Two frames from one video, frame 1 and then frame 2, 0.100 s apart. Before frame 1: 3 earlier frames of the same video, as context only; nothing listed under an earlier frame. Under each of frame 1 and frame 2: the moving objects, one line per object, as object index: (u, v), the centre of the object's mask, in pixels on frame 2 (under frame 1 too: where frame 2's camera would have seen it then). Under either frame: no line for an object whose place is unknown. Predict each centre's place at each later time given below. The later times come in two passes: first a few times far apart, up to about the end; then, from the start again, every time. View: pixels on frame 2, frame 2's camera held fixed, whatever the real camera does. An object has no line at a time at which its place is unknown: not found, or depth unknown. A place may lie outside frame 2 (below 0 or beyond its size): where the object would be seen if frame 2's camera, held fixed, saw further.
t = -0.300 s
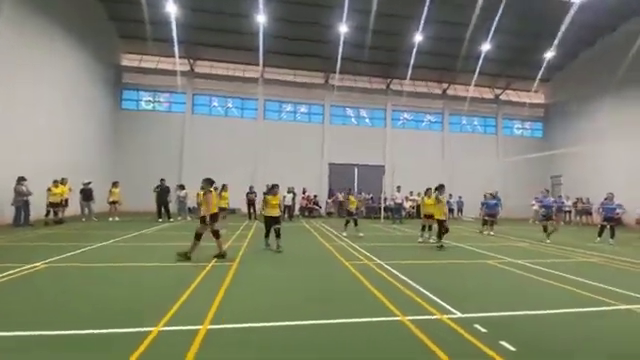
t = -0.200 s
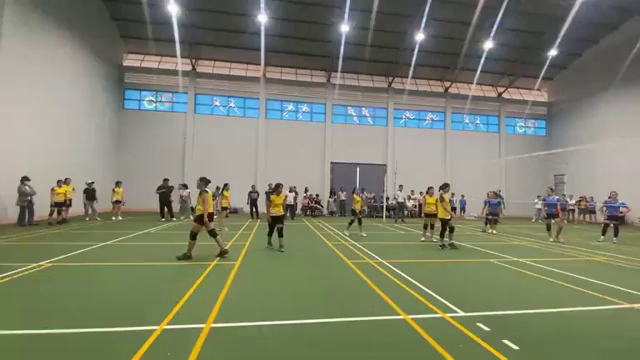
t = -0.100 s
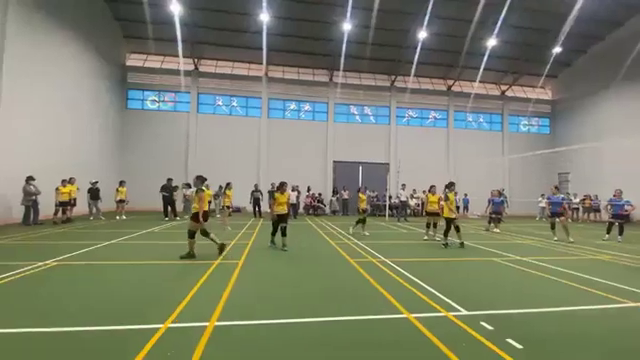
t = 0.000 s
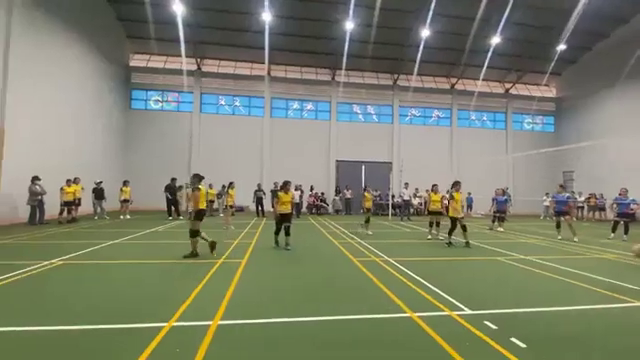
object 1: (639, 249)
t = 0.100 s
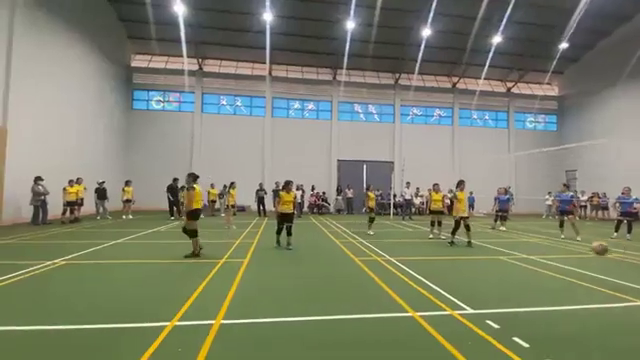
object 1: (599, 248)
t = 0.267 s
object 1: (520, 259)
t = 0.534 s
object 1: (423, 261)
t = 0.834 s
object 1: (353, 266)
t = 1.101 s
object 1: (291, 258)
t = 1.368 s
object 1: (232, 271)
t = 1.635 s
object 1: (178, 261)
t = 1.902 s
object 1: (124, 259)
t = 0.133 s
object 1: (584, 249)
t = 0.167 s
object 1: (569, 251)
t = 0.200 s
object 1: (551, 253)
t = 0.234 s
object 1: (537, 255)
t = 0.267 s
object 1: (520, 259)
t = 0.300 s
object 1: (503, 263)
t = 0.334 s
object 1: (487, 269)
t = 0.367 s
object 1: (472, 275)
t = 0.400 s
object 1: (455, 281)
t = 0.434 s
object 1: (447, 274)
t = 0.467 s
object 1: (438, 268)
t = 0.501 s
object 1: (431, 265)
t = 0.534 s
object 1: (423, 261)
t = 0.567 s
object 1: (414, 259)
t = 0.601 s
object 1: (406, 256)
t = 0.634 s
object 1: (398, 256)
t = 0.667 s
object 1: (391, 256)
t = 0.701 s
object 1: (383, 255)
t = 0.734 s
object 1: (375, 258)
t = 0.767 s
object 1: (366, 259)
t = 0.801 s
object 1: (358, 262)
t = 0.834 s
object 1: (353, 266)
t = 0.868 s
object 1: (344, 270)
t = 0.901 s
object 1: (336, 277)
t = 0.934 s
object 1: (329, 273)
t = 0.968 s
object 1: (321, 267)
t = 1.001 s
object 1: (313, 264)
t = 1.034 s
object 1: (306, 261)
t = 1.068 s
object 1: (298, 259)
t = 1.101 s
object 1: (291, 258)
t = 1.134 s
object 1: (284, 257)
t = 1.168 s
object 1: (276, 257)
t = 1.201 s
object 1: (269, 259)
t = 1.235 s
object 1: (261, 261)
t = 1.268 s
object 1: (254, 264)
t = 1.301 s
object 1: (248, 268)
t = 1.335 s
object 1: (241, 273)
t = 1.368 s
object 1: (232, 271)
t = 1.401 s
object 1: (225, 266)
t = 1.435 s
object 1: (218, 263)
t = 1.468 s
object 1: (211, 261)
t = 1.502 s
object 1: (204, 259)
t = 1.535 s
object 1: (198, 258)
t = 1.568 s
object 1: (190, 258)
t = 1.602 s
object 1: (183, 260)
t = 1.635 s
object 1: (178, 261)
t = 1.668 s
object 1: (169, 263)
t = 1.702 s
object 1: (163, 267)
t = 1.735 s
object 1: (157, 271)
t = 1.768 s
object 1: (150, 269)
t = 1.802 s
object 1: (143, 264)
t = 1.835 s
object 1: (138, 261)
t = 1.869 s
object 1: (132, 259)
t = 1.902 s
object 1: (124, 259)
